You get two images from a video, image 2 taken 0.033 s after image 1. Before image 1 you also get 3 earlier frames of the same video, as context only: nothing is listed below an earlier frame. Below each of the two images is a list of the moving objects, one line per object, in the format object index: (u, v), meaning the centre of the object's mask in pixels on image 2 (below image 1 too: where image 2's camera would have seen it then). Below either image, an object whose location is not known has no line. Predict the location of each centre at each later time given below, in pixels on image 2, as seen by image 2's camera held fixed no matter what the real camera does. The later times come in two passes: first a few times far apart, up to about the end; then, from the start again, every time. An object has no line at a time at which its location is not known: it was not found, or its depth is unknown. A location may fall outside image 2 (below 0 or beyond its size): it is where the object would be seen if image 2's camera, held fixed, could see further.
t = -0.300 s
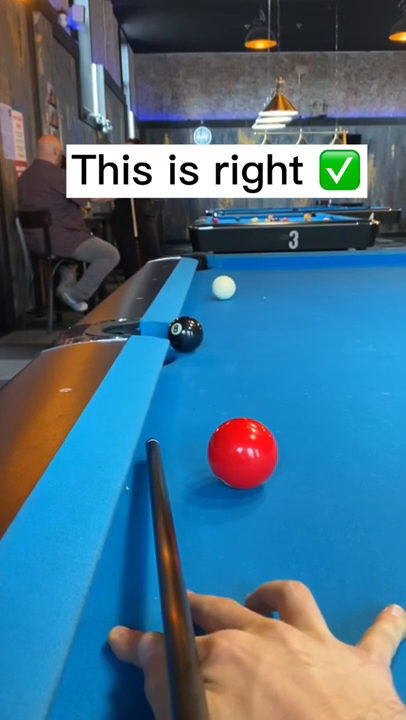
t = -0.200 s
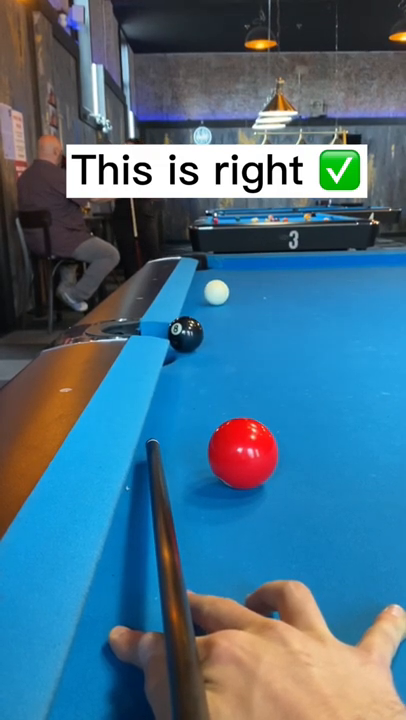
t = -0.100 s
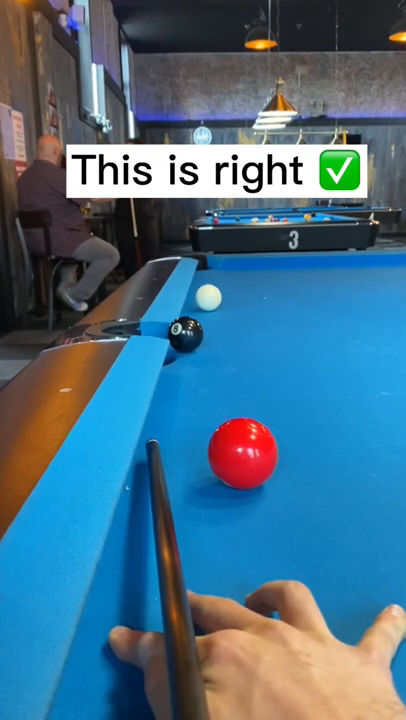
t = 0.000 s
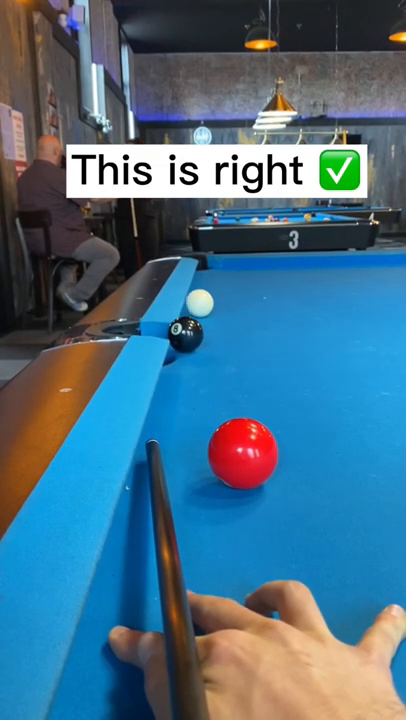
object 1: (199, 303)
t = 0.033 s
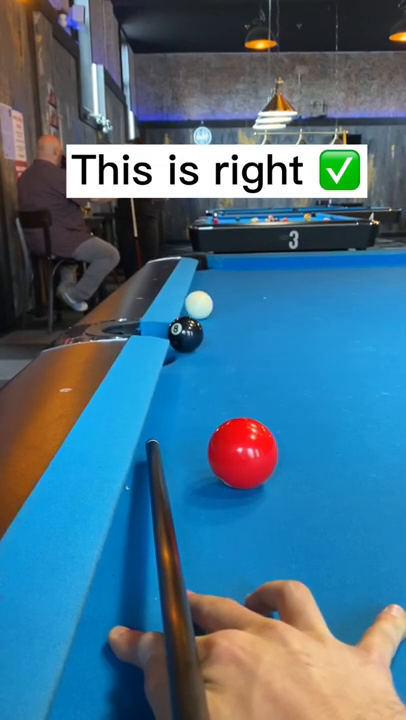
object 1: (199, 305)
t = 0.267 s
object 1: (208, 317)
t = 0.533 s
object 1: (232, 334)
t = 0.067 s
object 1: (200, 306)
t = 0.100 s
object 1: (201, 308)
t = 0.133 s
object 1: (202, 309)
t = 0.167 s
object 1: (204, 311)
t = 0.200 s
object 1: (205, 313)
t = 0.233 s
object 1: (207, 315)
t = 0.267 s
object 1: (208, 317)
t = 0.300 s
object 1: (210, 319)
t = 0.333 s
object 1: (212, 322)
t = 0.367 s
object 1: (213, 324)
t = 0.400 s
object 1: (214, 327)
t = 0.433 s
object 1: (216, 329)
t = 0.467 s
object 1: (221, 331)
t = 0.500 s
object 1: (226, 333)
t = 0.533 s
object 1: (232, 334)
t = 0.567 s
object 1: (238, 336)
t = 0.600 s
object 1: (243, 338)
